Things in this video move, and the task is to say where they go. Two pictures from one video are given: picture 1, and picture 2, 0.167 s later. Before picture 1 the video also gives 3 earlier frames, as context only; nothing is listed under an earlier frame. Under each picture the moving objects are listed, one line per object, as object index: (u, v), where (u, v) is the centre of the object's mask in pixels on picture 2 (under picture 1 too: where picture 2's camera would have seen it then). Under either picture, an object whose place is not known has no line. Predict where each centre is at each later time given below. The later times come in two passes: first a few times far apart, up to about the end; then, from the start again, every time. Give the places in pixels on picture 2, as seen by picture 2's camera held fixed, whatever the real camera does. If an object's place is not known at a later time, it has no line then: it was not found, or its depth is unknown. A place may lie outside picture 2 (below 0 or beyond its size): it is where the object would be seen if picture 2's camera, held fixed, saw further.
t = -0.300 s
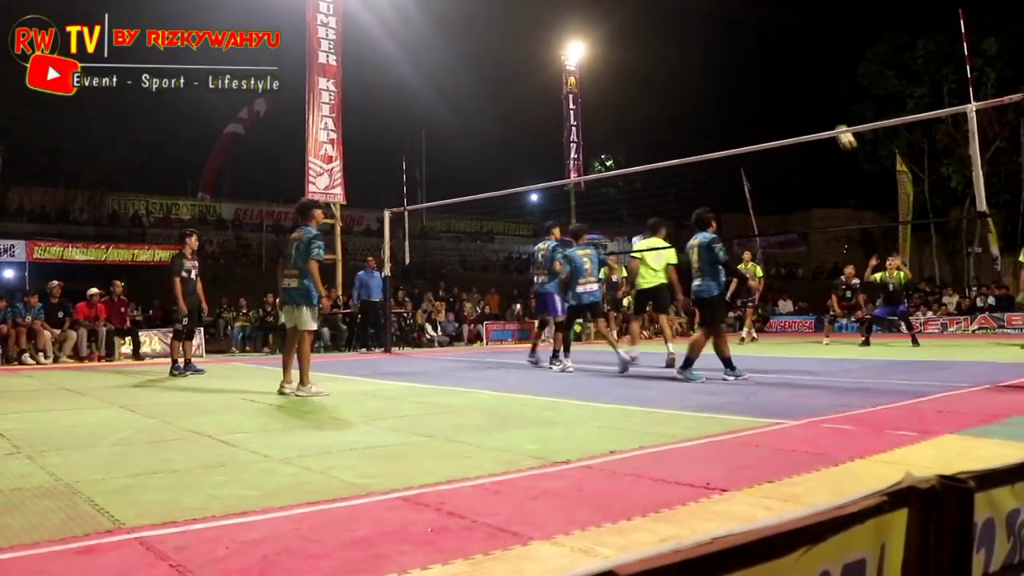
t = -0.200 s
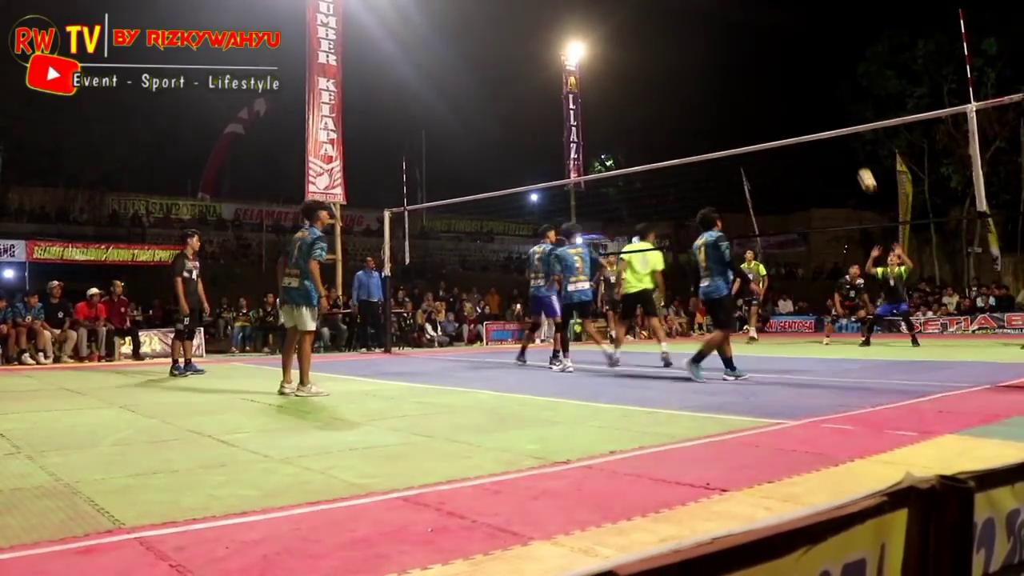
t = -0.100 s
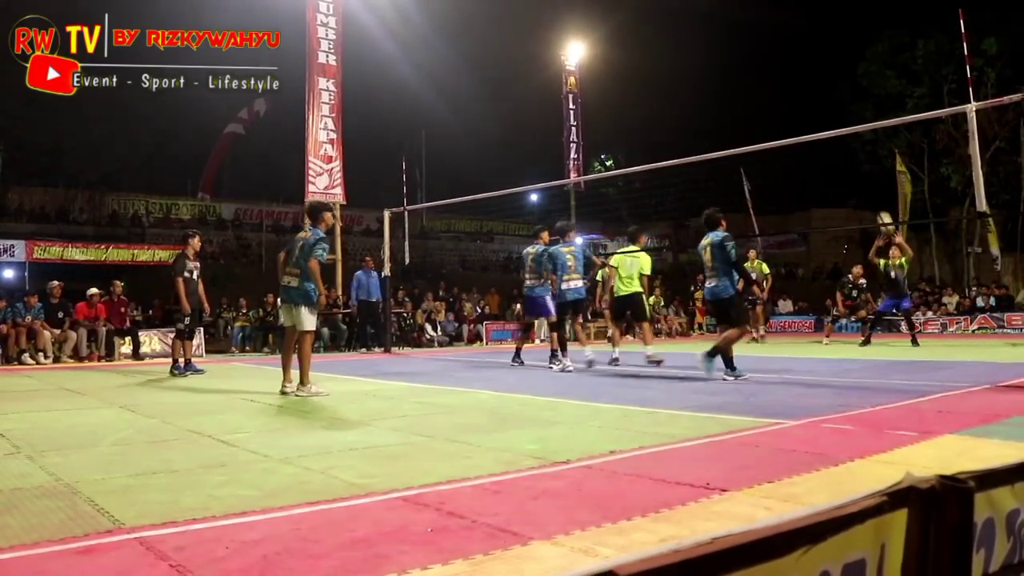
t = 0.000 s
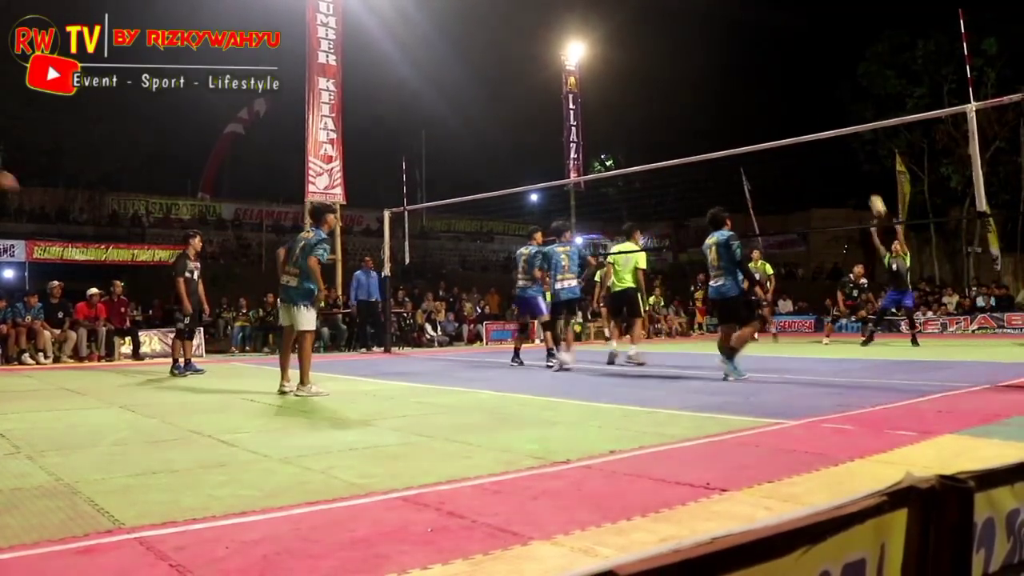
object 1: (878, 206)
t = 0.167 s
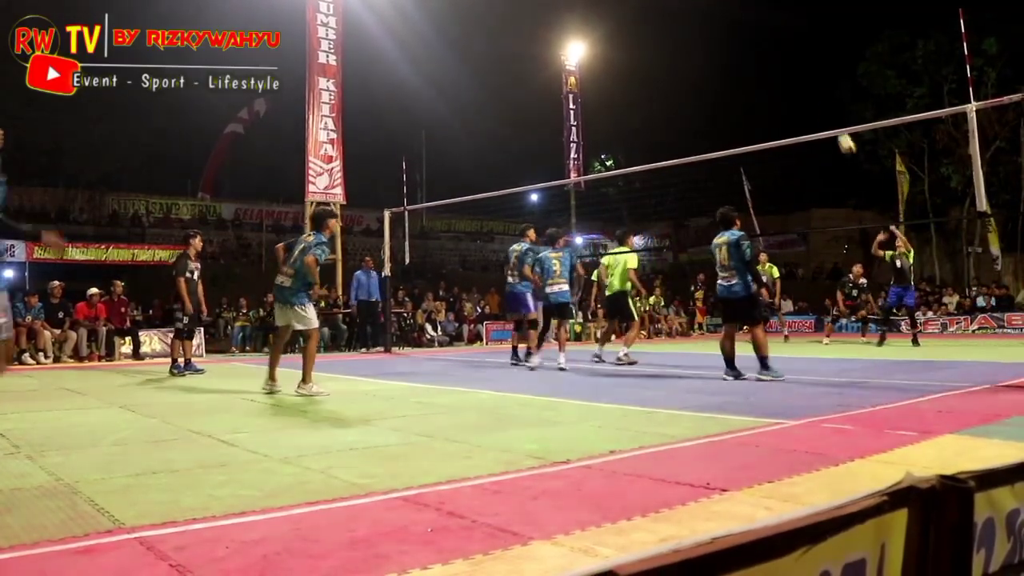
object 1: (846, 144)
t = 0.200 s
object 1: (841, 134)
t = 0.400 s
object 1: (804, 87)
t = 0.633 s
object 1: (762, 66)
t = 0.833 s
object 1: (727, 77)
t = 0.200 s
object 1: (841, 134)
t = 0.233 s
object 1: (833, 122)
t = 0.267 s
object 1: (828, 115)
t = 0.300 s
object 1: (822, 107)
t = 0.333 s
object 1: (816, 100)
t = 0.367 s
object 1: (810, 93)
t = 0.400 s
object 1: (804, 87)
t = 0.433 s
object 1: (798, 82)
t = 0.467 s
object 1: (792, 77)
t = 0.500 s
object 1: (786, 74)
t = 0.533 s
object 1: (780, 71)
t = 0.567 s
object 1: (774, 68)
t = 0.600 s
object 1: (768, 66)
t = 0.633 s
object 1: (762, 66)
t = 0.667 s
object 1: (756, 65)
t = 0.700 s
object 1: (751, 66)
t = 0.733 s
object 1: (745, 68)
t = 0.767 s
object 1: (739, 70)
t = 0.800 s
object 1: (733, 73)
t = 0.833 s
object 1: (727, 77)
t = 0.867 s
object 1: (721, 82)
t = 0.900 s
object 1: (715, 87)
